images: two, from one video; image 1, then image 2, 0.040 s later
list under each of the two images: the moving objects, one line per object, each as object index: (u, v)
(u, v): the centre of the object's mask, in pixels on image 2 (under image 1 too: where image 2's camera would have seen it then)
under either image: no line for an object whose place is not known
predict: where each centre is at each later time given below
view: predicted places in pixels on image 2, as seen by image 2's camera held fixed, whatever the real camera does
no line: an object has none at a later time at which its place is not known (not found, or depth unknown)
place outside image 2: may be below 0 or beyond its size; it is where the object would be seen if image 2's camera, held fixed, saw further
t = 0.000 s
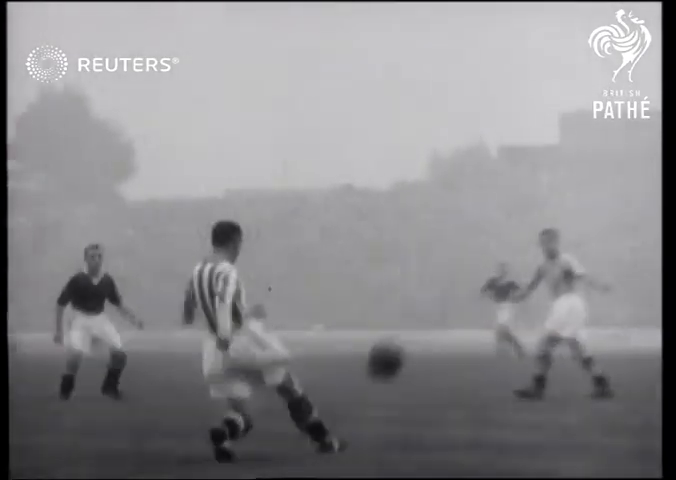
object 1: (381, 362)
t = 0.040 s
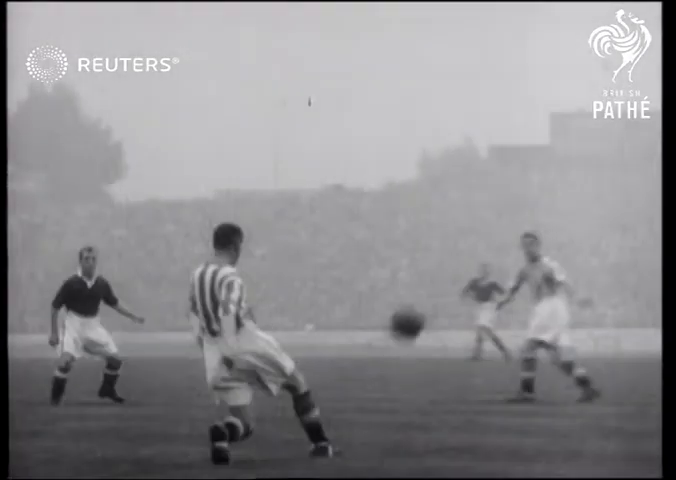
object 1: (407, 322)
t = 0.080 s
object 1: (434, 289)
